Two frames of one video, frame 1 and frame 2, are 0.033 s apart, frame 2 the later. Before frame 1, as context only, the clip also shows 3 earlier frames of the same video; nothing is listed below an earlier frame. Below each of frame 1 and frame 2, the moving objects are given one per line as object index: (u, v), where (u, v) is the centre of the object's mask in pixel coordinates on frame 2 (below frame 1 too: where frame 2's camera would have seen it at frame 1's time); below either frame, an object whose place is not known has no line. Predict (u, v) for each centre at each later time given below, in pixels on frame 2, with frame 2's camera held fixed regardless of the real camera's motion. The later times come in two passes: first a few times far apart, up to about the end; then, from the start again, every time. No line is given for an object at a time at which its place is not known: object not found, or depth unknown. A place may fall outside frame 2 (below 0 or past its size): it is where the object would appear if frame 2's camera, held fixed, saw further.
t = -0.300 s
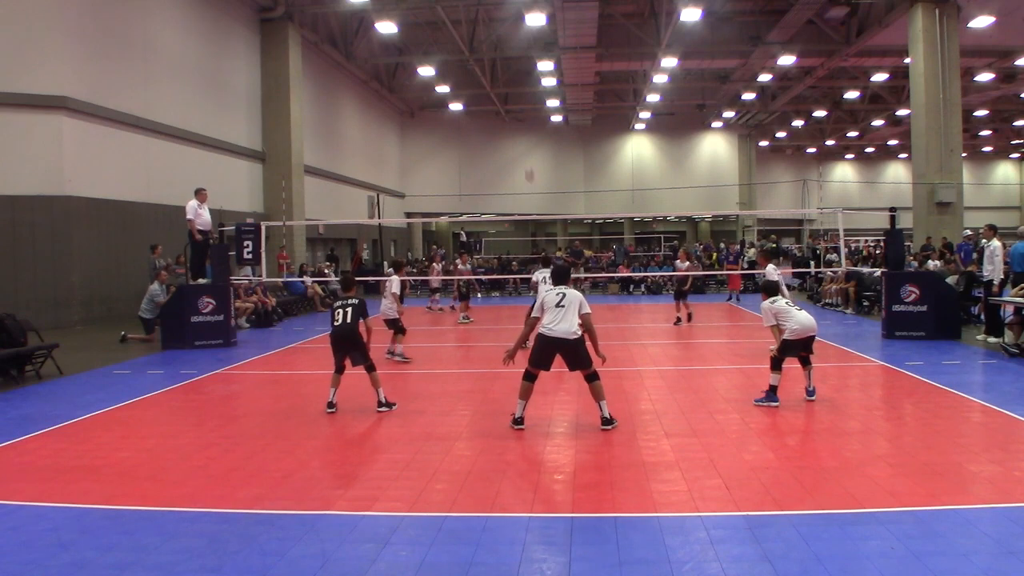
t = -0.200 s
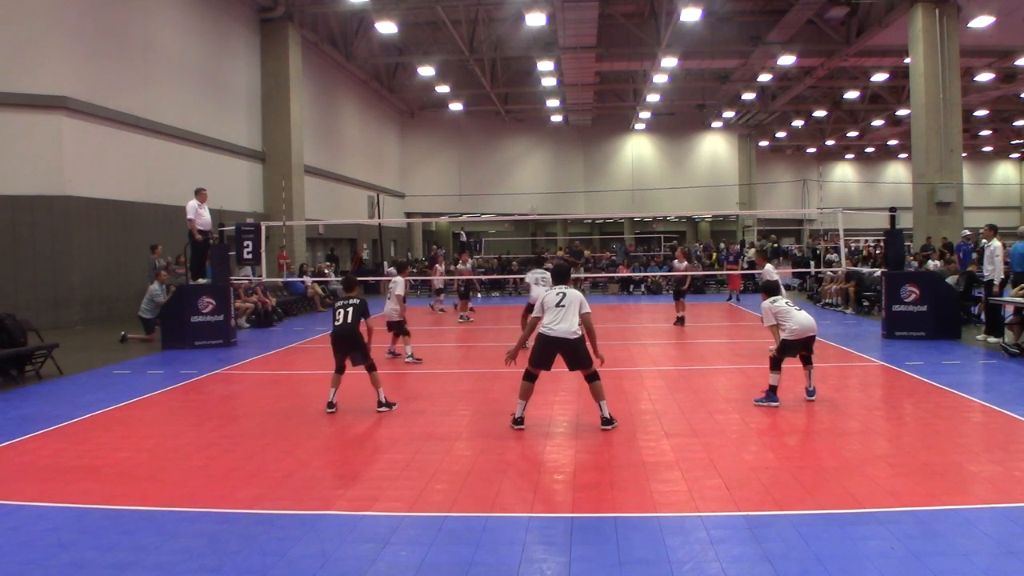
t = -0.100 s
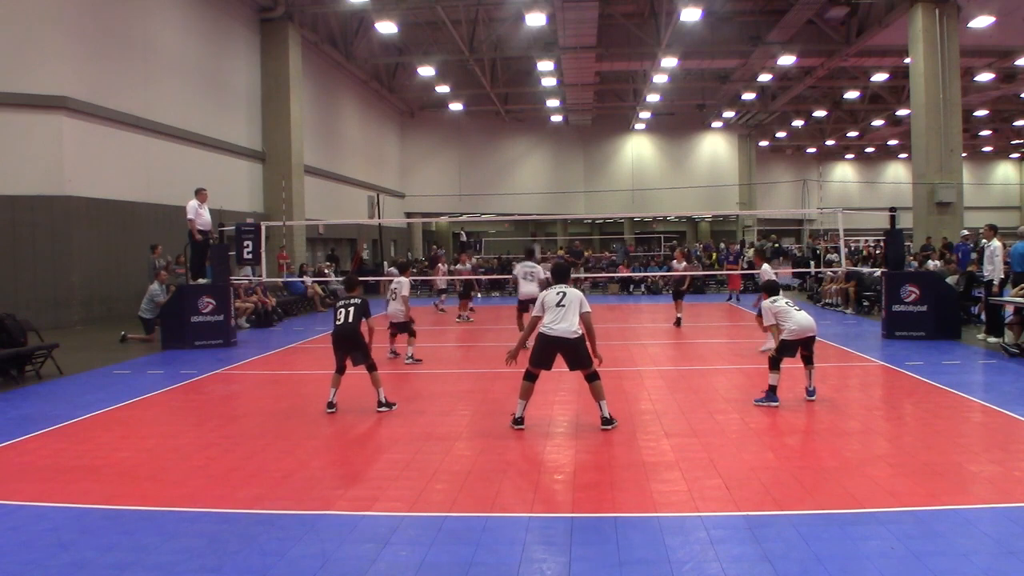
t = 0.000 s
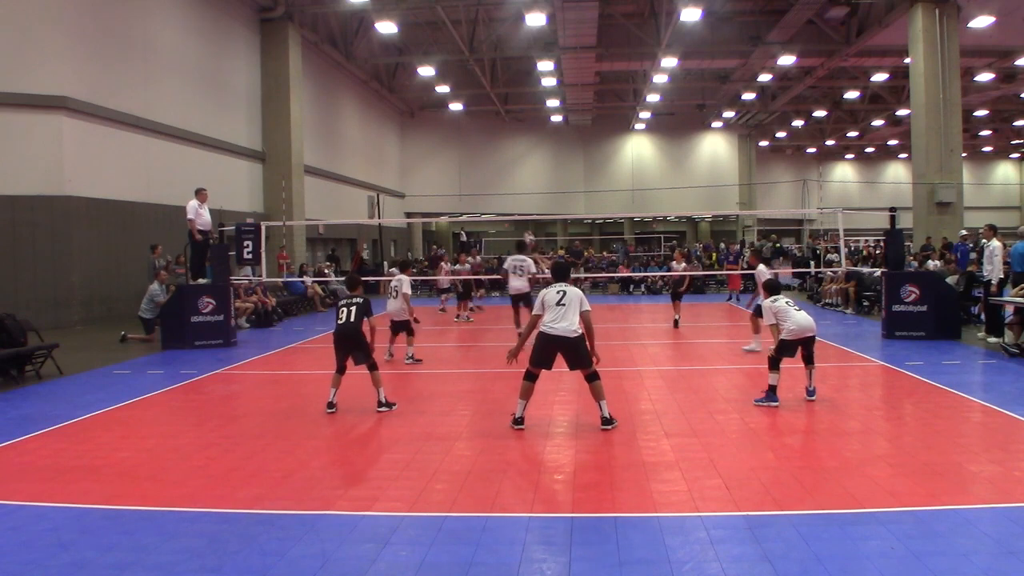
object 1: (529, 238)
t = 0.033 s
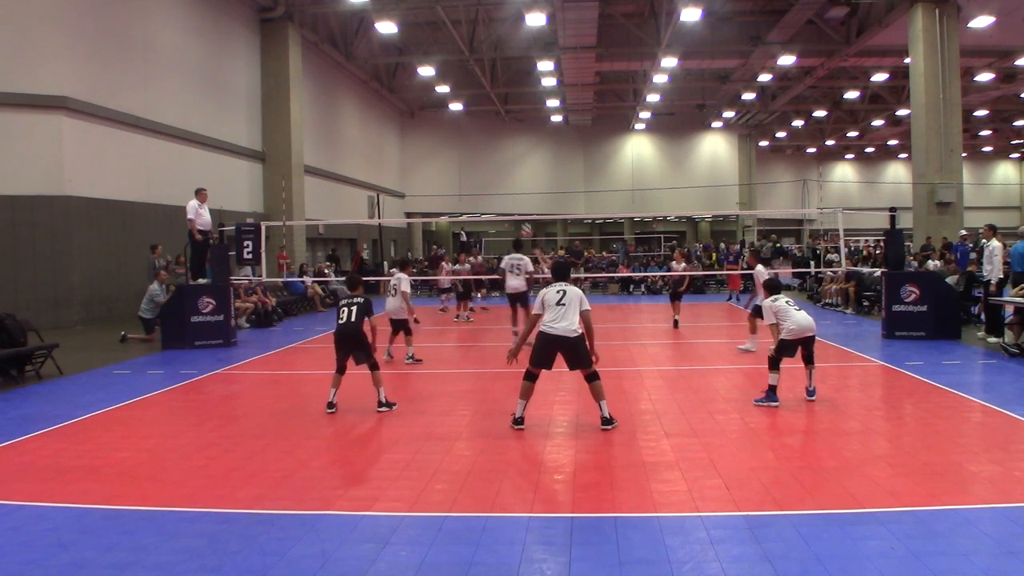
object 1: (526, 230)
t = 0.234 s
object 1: (506, 188)
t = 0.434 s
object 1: (485, 166)
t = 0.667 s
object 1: (458, 174)
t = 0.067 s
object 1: (524, 224)
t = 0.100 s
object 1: (519, 213)
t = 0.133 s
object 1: (517, 207)
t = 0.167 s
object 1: (513, 199)
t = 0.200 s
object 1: (509, 194)
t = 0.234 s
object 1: (506, 188)
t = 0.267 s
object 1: (503, 183)
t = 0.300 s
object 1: (500, 178)
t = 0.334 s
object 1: (496, 174)
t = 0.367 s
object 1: (493, 171)
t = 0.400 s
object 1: (488, 168)
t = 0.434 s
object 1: (485, 166)
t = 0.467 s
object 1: (481, 165)
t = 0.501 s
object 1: (477, 164)
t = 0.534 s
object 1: (474, 165)
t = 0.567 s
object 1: (469, 165)
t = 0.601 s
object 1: (466, 167)
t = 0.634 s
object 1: (462, 170)
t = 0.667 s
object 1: (458, 174)
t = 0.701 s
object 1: (453, 178)
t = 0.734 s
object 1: (449, 184)
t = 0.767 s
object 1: (443, 192)
